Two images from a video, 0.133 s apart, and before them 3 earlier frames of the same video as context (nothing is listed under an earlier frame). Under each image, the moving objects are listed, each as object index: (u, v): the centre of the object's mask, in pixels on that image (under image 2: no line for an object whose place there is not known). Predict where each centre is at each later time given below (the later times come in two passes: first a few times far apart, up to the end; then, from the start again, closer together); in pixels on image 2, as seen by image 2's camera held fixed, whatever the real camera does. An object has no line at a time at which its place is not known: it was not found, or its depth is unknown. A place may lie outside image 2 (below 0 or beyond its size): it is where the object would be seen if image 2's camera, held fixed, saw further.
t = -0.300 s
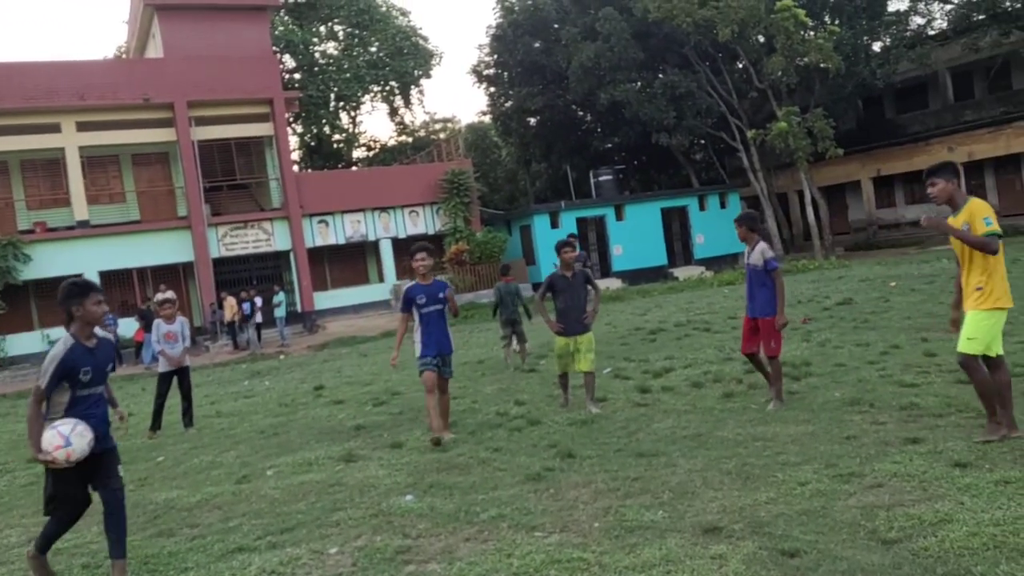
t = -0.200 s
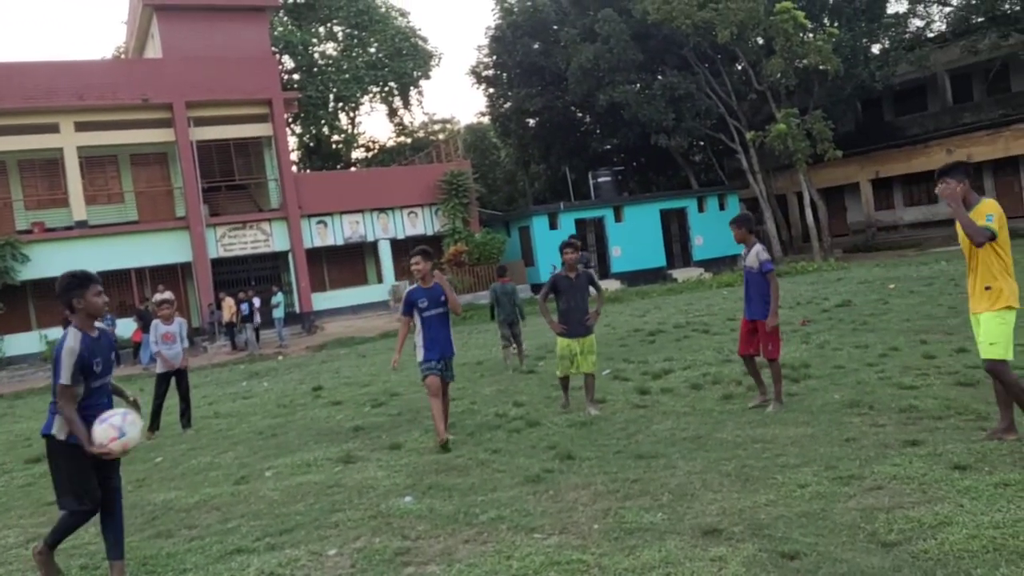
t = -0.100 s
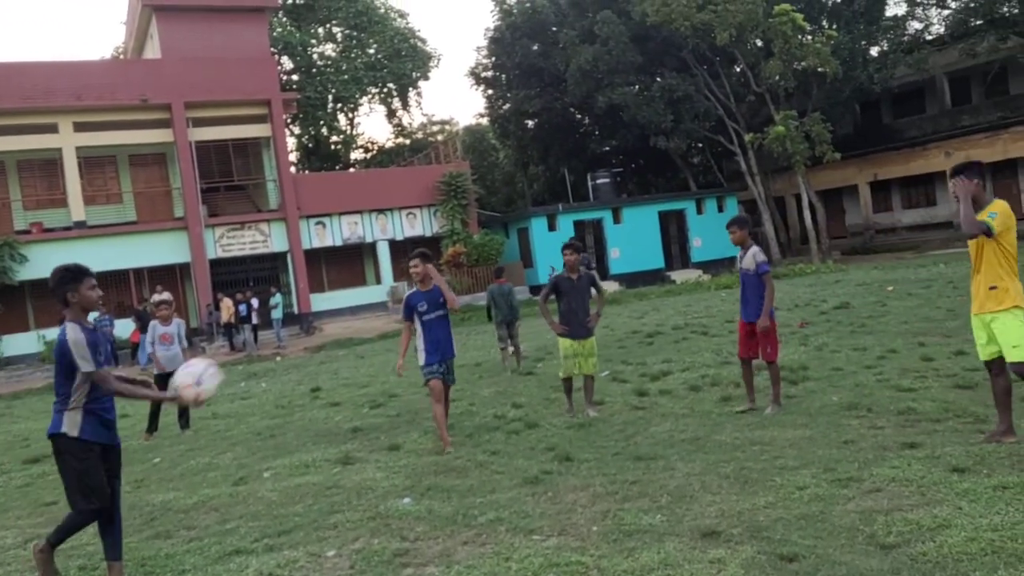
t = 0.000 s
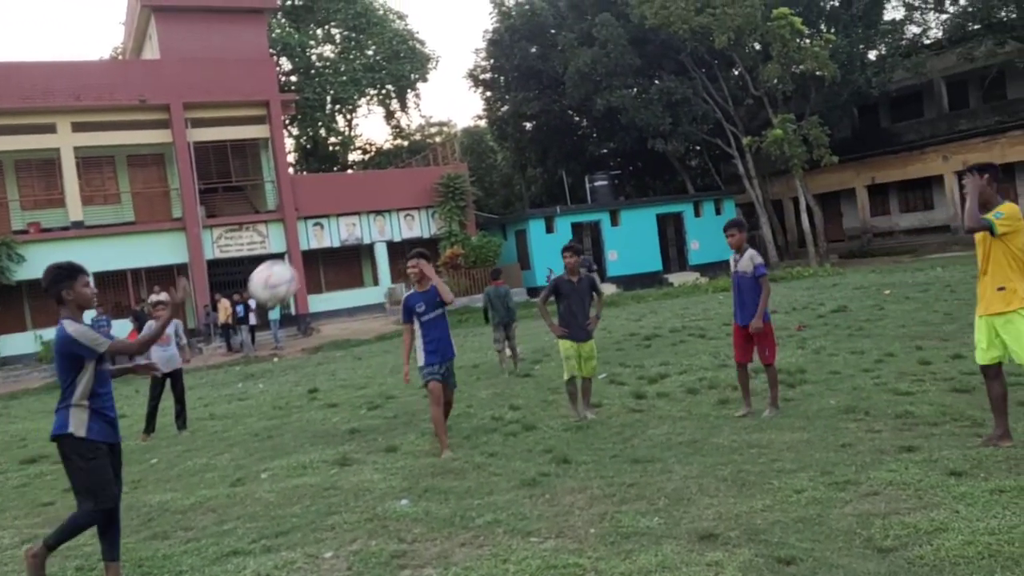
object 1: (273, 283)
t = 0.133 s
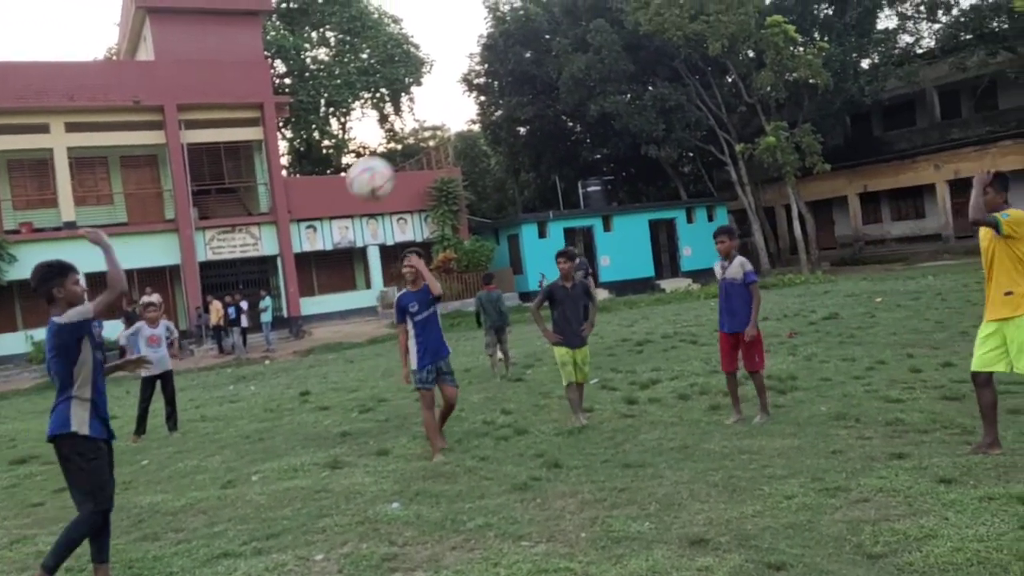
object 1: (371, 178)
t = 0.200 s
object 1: (421, 140)
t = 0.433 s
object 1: (603, 69)
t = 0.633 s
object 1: (759, 92)
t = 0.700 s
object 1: (812, 115)
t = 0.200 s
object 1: (421, 140)
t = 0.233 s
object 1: (447, 124)
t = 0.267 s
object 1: (474, 108)
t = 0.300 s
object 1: (499, 95)
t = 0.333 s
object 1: (524, 86)
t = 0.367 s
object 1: (550, 78)
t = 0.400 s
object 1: (576, 73)
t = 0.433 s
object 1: (603, 69)
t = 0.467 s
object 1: (629, 68)
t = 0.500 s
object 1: (654, 69)
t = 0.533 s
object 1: (680, 71)
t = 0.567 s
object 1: (706, 76)
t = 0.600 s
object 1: (733, 83)
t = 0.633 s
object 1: (759, 92)
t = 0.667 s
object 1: (786, 102)
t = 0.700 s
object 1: (812, 115)
